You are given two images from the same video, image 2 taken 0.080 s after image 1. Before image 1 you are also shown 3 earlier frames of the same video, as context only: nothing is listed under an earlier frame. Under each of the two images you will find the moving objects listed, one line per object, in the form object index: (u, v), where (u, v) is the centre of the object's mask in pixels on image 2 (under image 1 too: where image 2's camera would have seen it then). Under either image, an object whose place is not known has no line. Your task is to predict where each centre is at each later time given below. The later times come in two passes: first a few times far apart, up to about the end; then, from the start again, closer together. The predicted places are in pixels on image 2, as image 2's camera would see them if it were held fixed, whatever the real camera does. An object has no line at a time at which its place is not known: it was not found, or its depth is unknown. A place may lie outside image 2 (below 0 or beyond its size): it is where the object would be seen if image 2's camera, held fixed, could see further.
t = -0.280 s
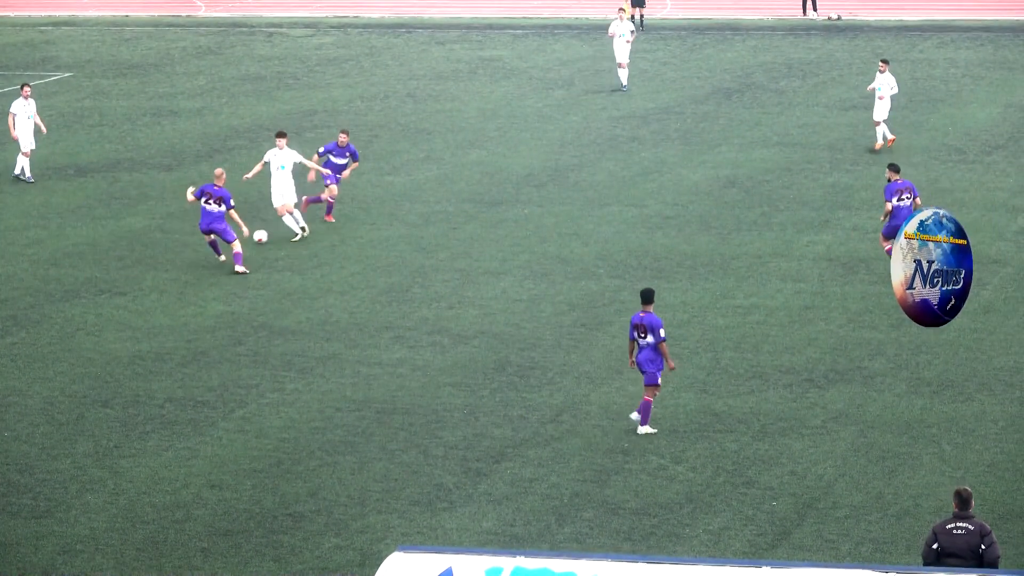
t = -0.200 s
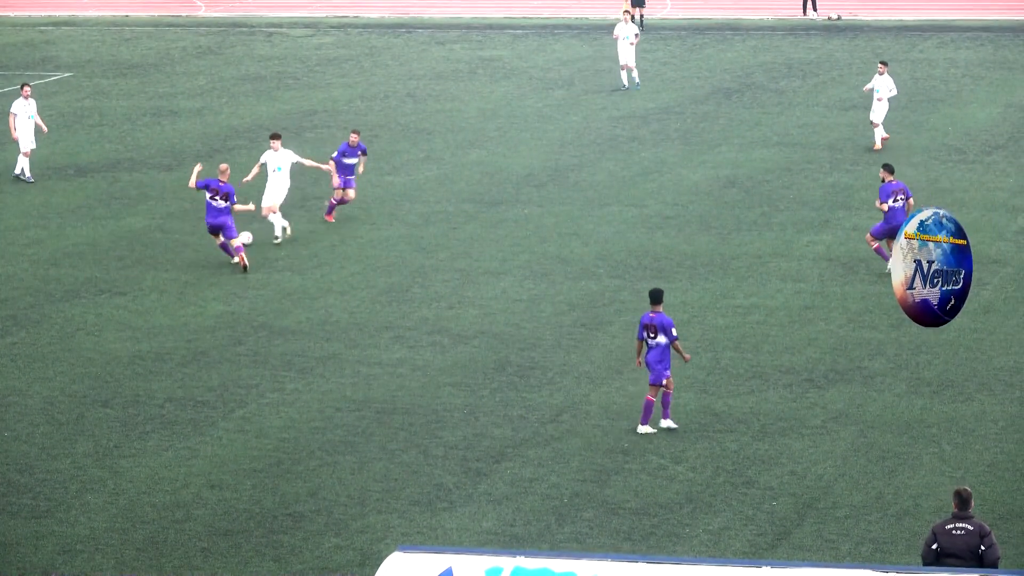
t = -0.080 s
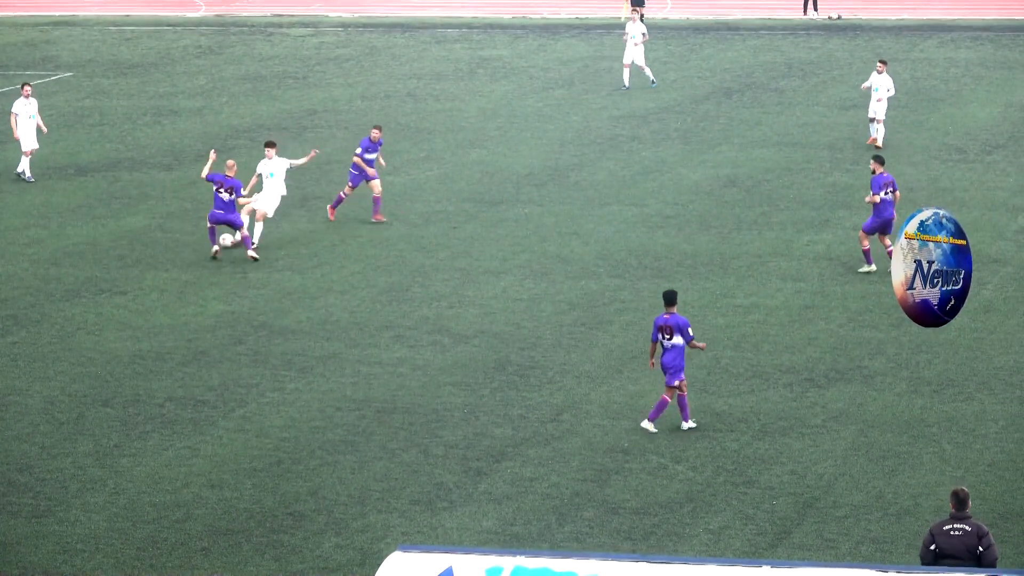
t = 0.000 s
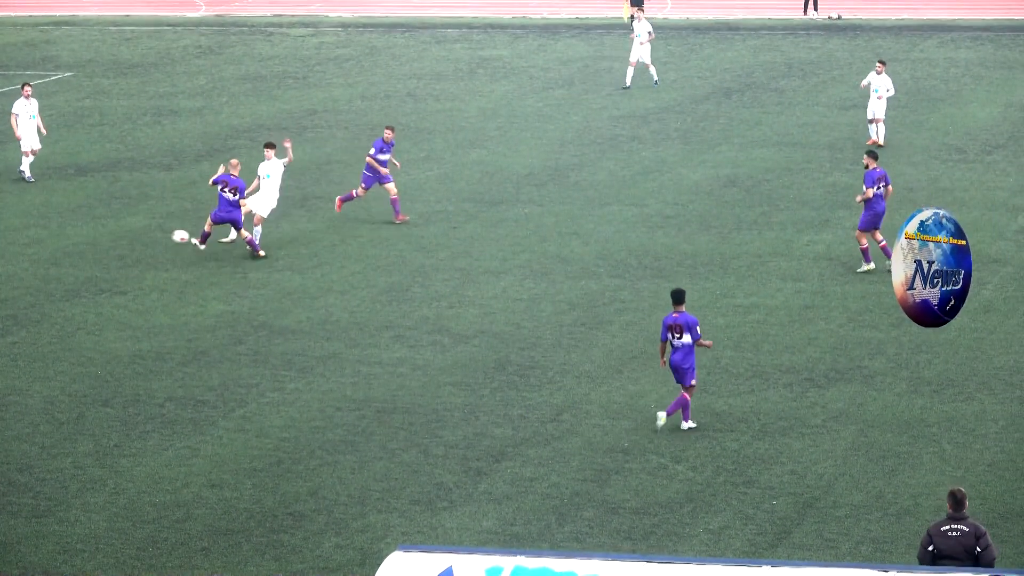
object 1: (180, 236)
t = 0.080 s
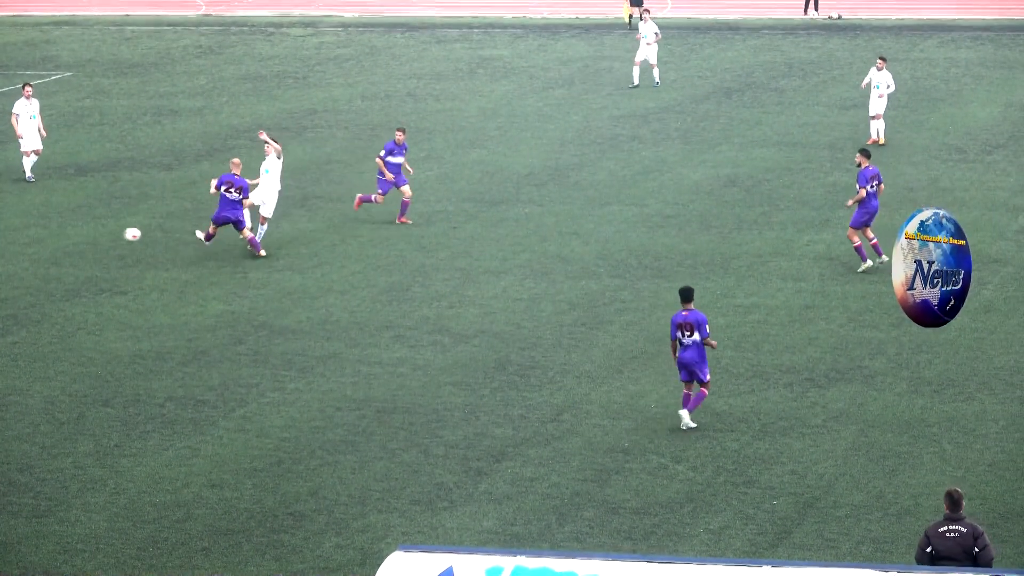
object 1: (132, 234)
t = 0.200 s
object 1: (65, 240)
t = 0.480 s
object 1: (-102, 291)
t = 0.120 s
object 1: (108, 235)
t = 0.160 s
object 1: (88, 237)
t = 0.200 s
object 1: (65, 240)
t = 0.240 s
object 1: (42, 244)
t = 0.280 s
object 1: (20, 249)
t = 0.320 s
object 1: (2, 255)
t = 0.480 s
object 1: (-102, 291)
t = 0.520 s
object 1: (-132, 305)
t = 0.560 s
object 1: (-151, 299)
